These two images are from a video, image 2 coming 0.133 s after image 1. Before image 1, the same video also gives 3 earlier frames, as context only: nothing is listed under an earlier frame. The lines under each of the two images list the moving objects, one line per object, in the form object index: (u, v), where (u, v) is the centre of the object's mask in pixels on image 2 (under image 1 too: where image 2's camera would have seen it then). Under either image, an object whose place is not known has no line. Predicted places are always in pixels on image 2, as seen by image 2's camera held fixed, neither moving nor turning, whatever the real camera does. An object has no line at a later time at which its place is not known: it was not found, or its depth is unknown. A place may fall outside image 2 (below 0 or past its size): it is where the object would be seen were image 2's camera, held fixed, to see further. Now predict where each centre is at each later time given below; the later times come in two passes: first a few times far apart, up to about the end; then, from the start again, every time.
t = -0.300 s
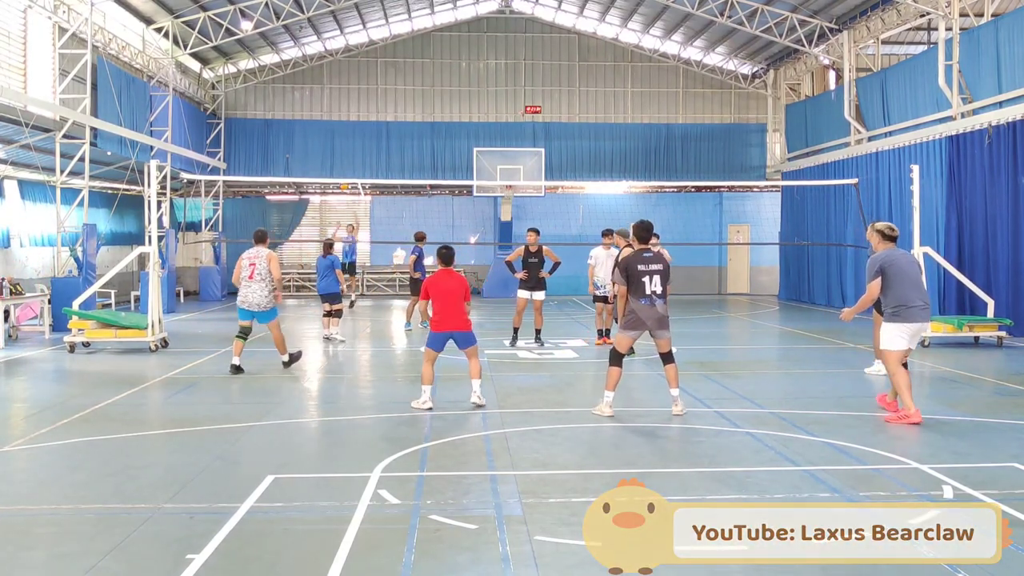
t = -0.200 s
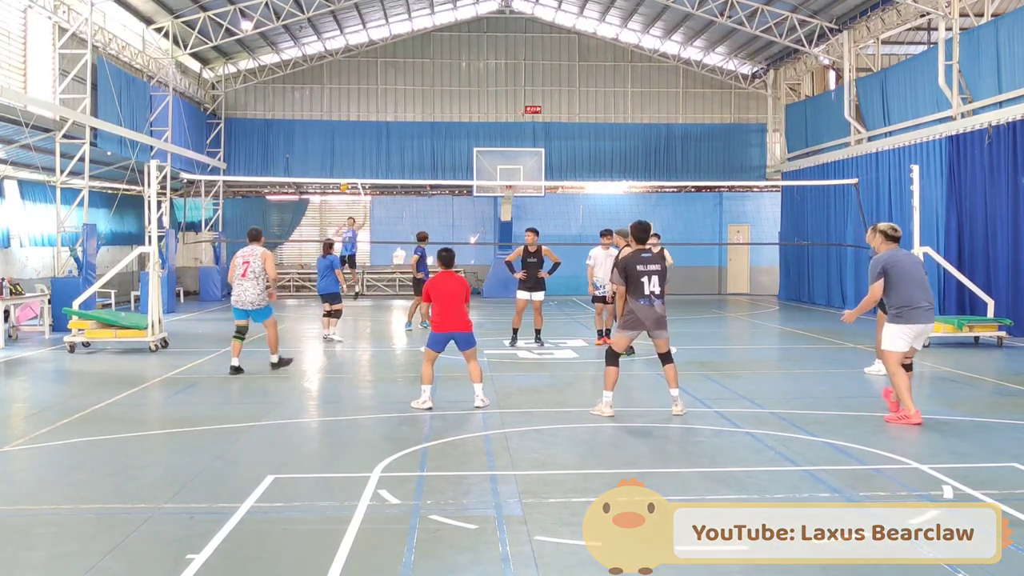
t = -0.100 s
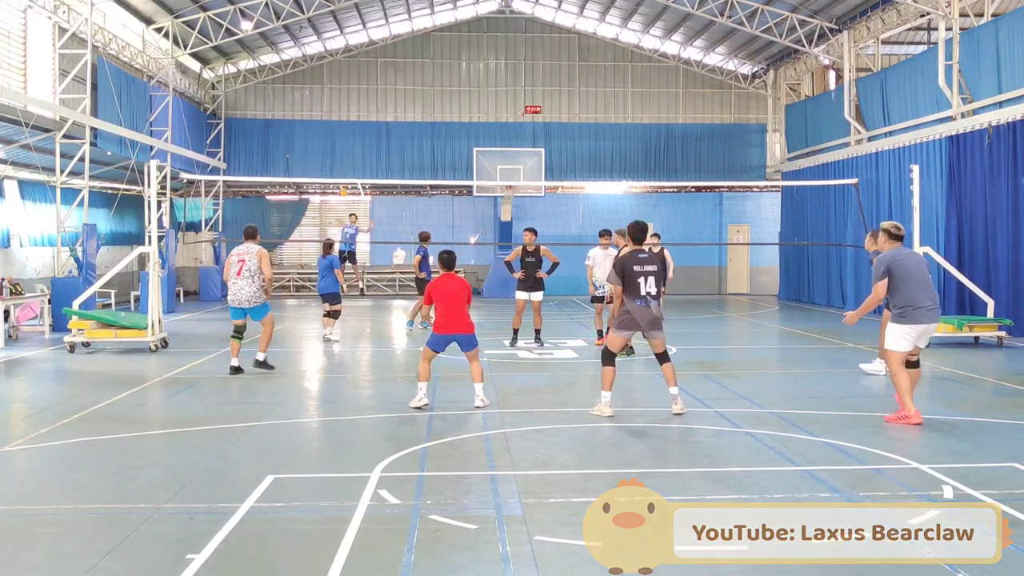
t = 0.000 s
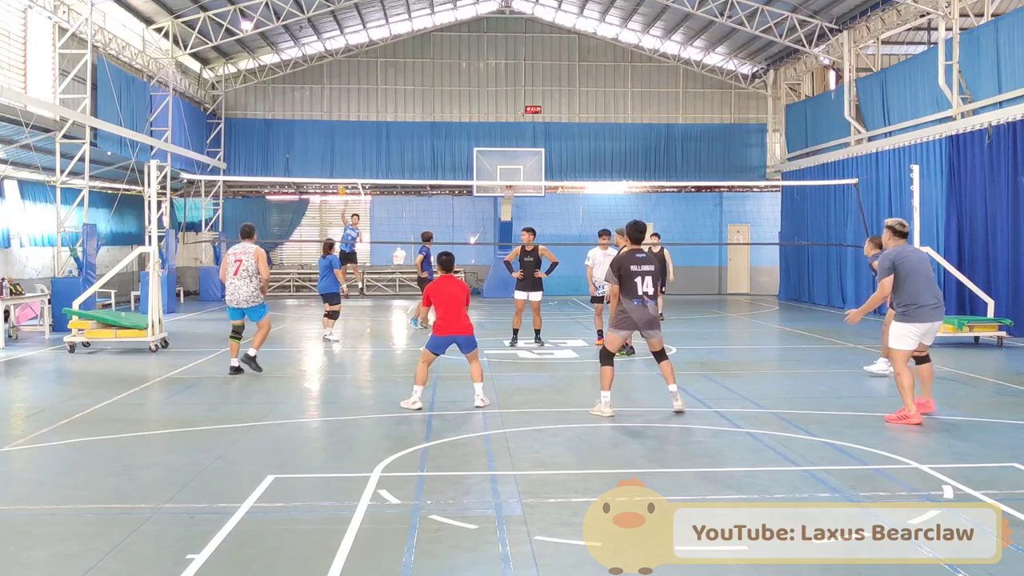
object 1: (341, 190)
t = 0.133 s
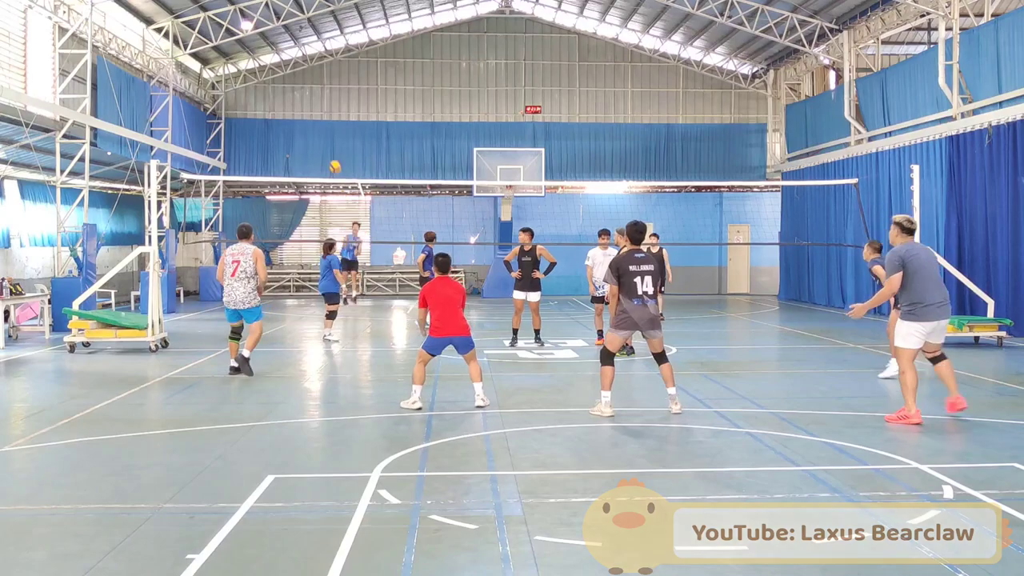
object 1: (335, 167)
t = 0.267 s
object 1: (326, 150)
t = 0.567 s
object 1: (304, 149)
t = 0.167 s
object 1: (333, 162)
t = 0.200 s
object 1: (330, 157)
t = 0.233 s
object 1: (328, 153)
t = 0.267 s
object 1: (326, 150)
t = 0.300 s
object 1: (323, 147)
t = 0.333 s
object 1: (320, 144)
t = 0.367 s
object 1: (318, 143)
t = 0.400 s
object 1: (316, 142)
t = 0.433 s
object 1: (313, 141)
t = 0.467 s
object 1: (311, 142)
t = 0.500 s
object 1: (308, 143)
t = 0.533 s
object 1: (306, 146)
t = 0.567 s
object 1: (304, 149)
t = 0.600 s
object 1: (301, 154)
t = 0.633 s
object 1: (298, 159)
